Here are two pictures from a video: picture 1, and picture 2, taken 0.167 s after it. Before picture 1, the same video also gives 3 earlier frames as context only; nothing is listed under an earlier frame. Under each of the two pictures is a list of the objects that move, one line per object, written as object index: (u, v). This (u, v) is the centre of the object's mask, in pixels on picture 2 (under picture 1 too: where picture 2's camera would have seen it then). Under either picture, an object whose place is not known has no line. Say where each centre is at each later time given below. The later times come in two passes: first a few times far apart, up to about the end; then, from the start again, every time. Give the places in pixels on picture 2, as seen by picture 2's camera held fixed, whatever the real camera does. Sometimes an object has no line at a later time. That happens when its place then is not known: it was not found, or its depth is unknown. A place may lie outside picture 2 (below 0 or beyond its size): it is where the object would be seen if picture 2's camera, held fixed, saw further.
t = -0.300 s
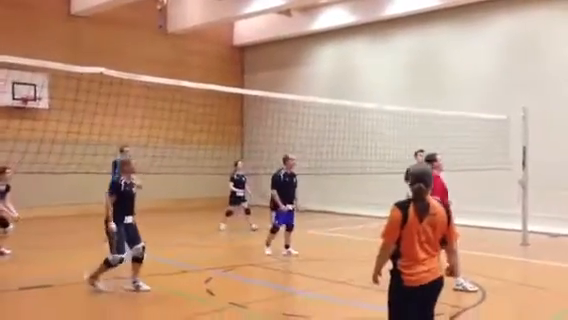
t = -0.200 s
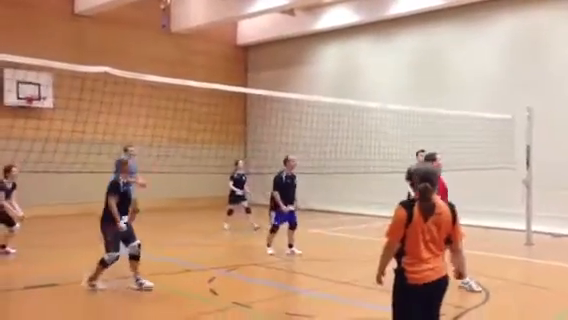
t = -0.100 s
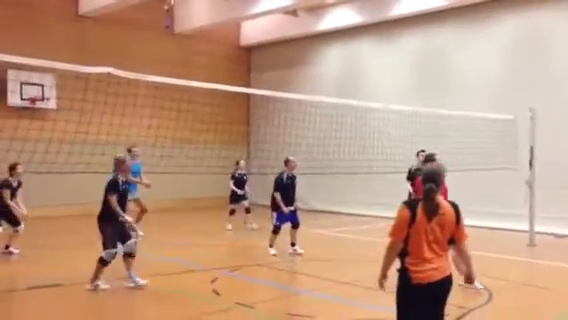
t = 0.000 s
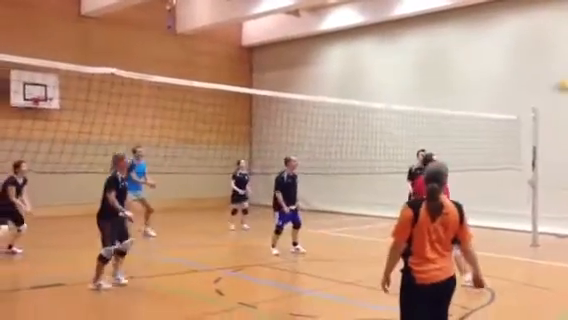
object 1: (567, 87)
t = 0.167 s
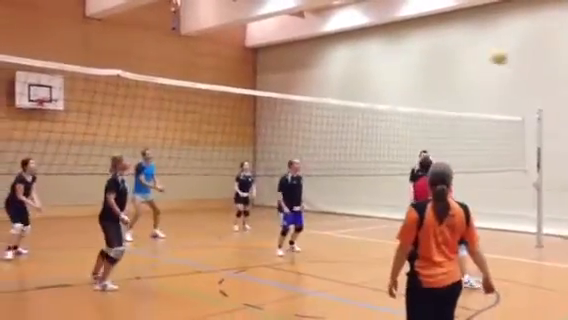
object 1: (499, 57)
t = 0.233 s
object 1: (473, 54)
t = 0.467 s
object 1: (393, 58)
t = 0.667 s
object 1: (332, 90)
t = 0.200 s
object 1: (486, 55)
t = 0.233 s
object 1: (473, 54)
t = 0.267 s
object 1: (461, 51)
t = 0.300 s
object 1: (449, 51)
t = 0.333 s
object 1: (437, 51)
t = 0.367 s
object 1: (426, 51)
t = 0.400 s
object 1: (415, 53)
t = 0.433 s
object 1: (404, 55)
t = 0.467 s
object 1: (393, 58)
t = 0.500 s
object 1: (382, 61)
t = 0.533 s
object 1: (372, 66)
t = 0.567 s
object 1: (362, 70)
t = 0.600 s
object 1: (351, 77)
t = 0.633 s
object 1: (342, 83)
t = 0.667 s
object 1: (332, 90)
